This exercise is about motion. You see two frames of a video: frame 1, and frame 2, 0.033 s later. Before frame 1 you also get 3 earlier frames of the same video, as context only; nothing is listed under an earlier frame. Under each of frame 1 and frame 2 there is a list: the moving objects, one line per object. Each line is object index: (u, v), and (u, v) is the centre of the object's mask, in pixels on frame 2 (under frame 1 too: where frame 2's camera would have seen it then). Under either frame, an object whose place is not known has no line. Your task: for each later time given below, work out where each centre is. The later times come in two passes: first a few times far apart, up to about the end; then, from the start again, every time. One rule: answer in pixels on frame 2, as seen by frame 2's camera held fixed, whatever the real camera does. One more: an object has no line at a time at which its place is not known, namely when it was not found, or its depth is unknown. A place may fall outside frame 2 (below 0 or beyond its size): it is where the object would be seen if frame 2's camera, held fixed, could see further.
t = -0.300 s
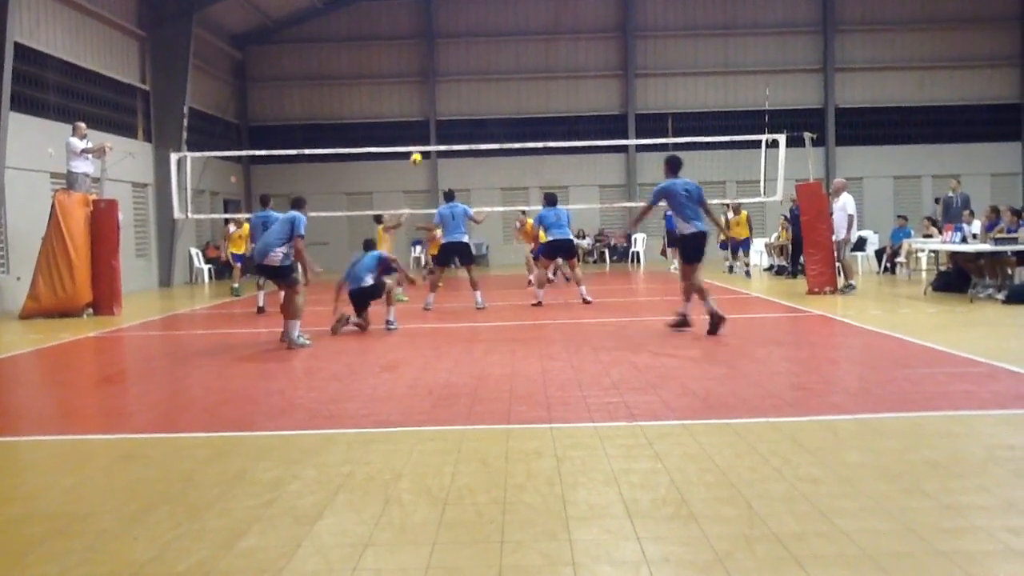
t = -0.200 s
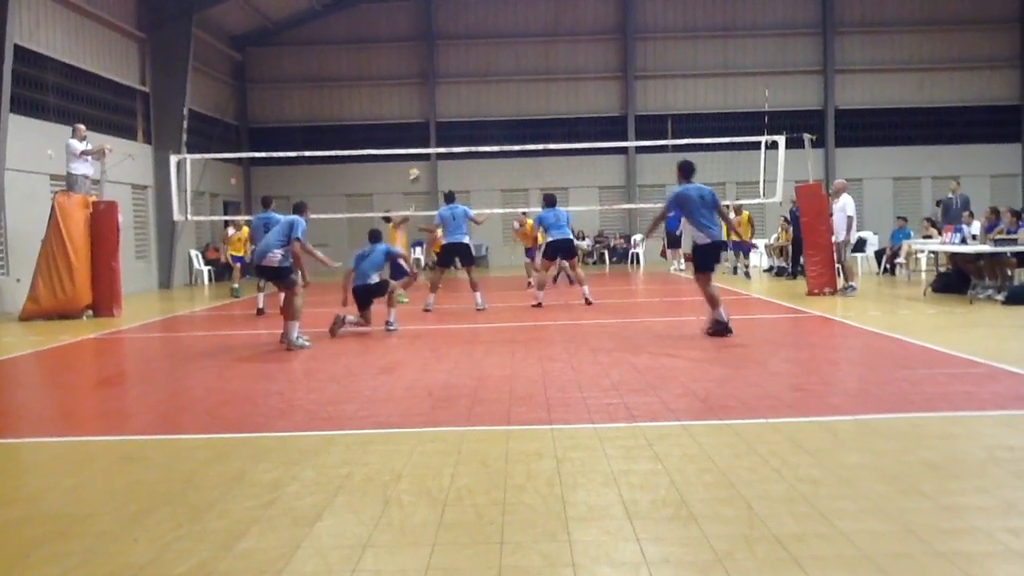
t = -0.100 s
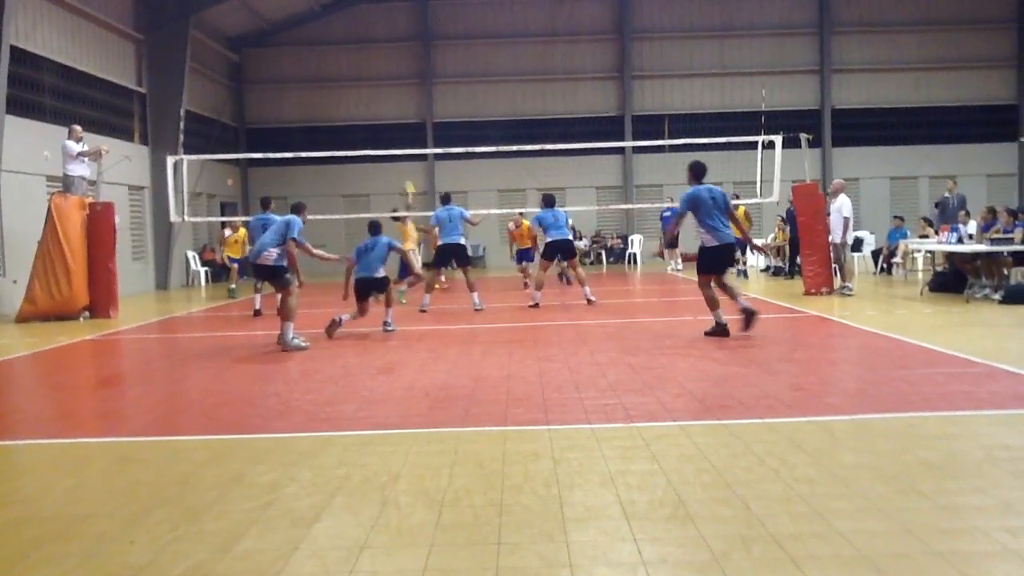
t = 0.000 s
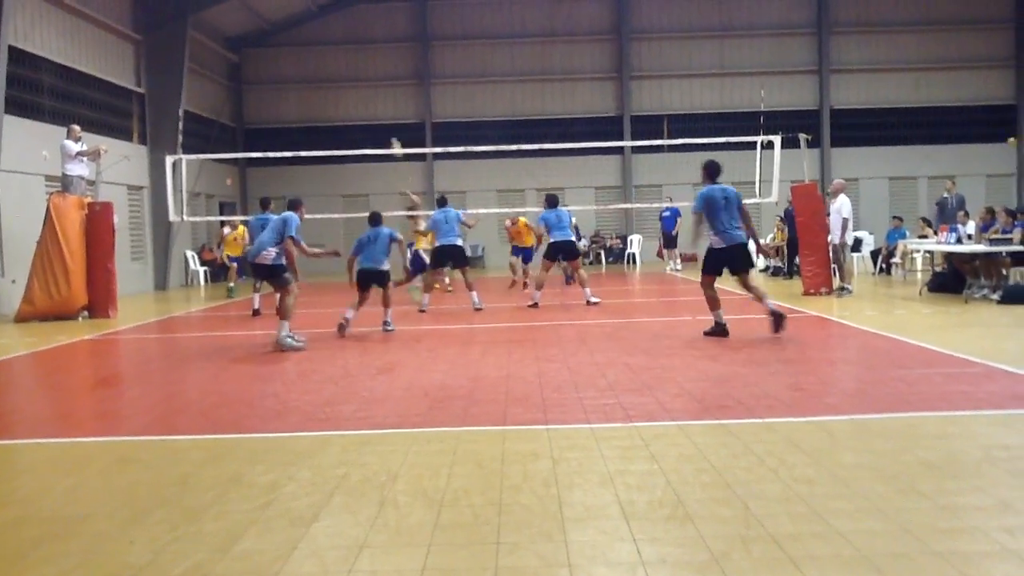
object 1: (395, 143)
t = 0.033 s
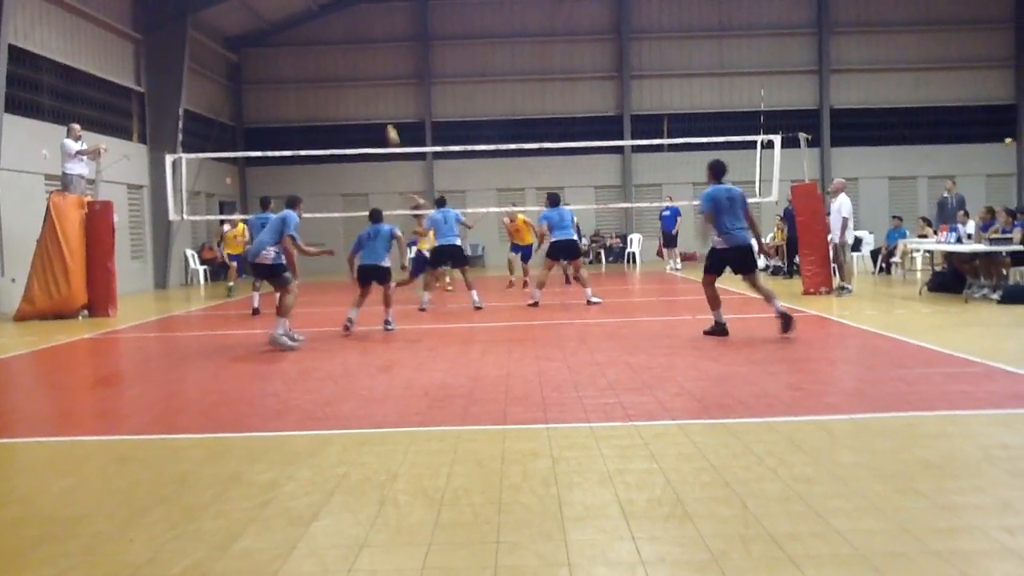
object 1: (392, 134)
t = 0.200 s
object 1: (374, 82)
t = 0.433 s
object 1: (347, 38)
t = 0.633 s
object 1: (326, 26)
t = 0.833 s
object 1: (307, 36)
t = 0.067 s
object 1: (389, 122)
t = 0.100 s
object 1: (385, 111)
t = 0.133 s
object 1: (381, 101)
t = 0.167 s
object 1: (377, 91)
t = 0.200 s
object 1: (374, 82)
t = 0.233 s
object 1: (370, 74)
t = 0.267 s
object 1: (366, 66)
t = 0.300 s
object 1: (363, 59)
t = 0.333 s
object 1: (359, 53)
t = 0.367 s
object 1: (355, 47)
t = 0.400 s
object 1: (351, 42)
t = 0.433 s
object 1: (347, 38)
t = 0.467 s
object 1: (344, 35)
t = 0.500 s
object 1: (340, 31)
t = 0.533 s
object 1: (337, 29)
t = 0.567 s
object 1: (333, 27)
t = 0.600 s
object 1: (330, 26)
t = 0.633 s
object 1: (326, 26)
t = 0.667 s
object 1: (323, 26)
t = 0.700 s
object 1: (320, 27)
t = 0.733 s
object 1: (318, 27)
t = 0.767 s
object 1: (314, 29)
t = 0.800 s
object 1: (311, 32)
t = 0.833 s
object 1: (307, 36)
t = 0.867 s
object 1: (304, 40)
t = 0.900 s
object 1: (301, 45)
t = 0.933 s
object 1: (299, 51)
